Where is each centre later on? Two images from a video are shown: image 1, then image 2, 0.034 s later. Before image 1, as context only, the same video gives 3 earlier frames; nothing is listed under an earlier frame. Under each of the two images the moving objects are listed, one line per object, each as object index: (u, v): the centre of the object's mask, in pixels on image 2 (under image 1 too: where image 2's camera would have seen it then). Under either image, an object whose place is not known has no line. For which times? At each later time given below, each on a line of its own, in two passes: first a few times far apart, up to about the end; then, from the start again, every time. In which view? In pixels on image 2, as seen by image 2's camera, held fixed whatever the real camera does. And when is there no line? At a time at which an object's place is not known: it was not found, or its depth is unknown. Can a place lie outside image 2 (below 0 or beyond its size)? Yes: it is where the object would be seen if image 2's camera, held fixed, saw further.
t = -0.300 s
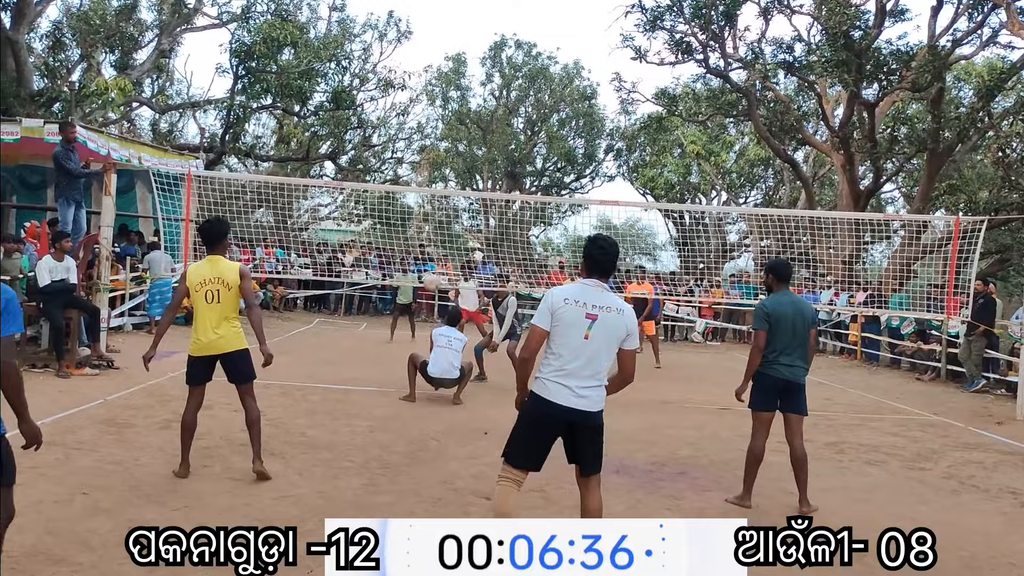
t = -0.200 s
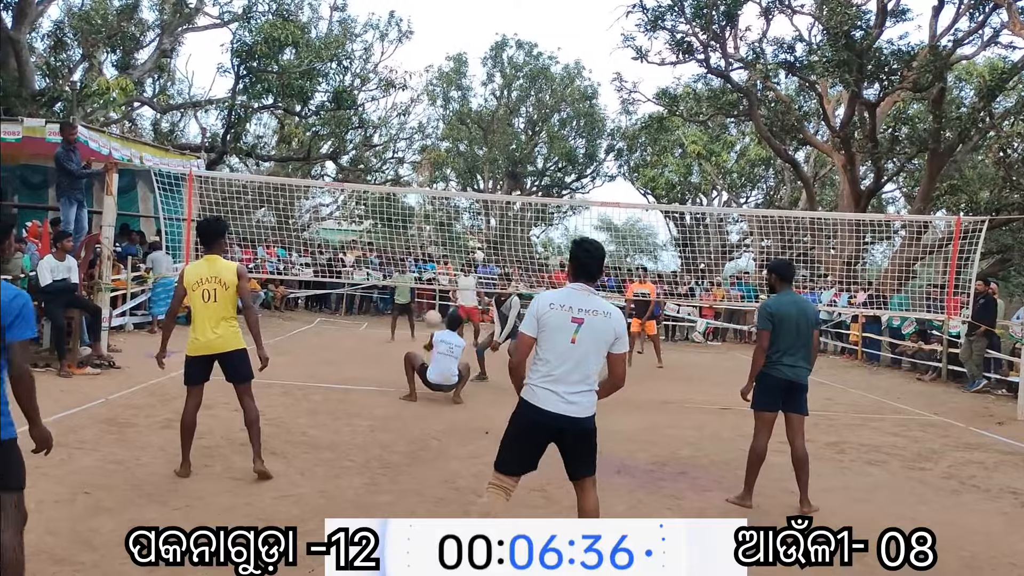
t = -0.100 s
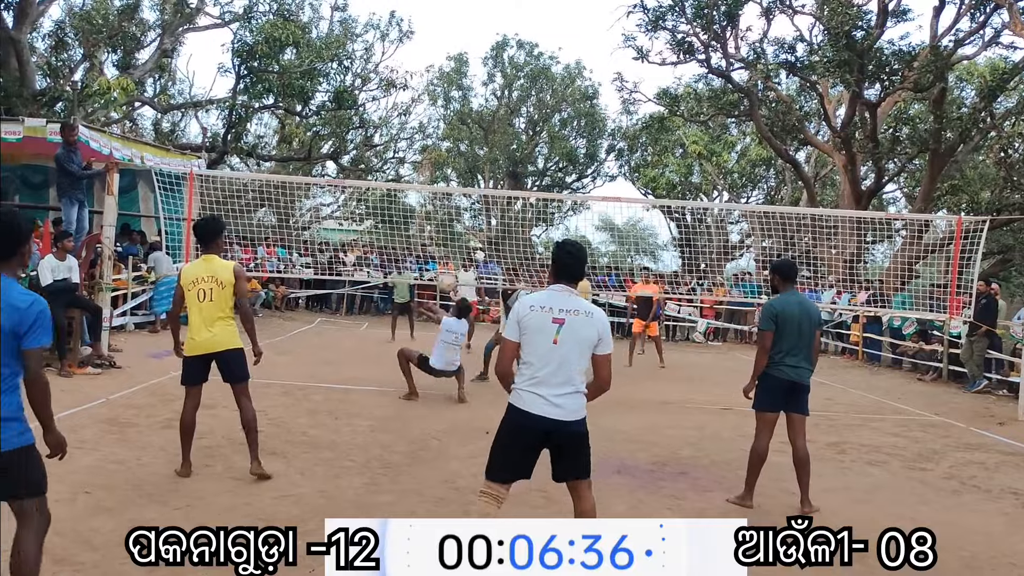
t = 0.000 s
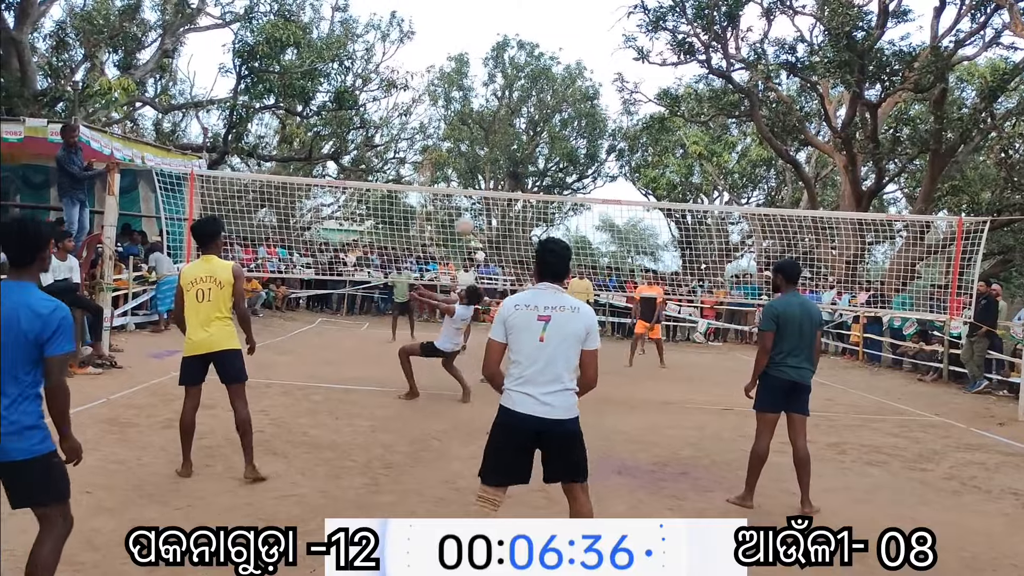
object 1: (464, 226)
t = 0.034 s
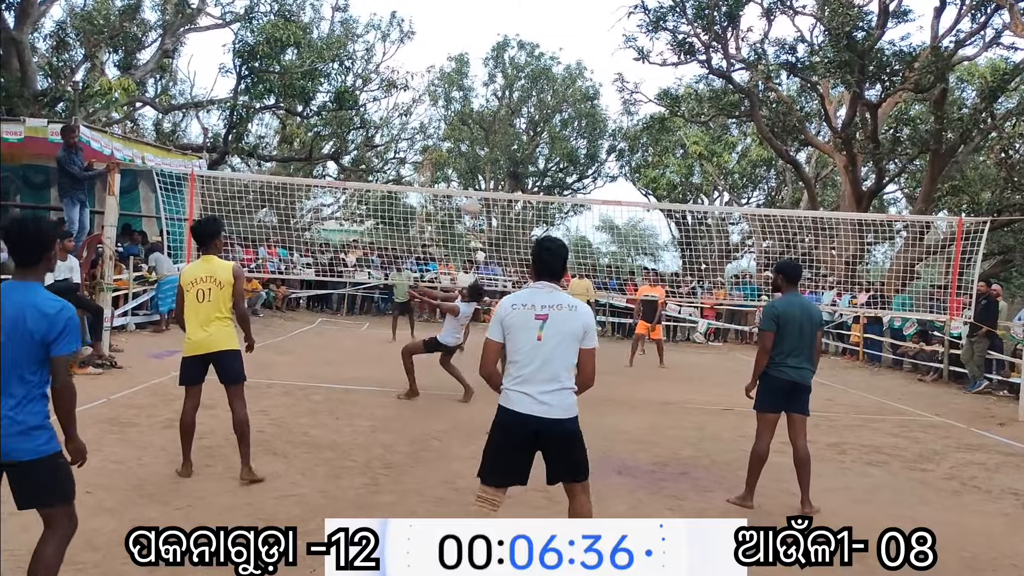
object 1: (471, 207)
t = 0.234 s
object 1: (509, 112)
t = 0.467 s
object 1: (555, 37)
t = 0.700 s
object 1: (607, 9)
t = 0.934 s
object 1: (668, 49)
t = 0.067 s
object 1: (477, 190)
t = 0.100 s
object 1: (483, 173)
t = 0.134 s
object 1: (489, 158)
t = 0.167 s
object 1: (496, 142)
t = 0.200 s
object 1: (503, 127)
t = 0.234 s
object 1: (509, 112)
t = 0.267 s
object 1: (515, 99)
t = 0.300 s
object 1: (522, 88)
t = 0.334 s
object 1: (528, 75)
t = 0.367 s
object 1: (535, 65)
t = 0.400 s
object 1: (542, 55)
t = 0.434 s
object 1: (548, 45)
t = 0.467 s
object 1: (555, 37)
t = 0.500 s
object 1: (562, 30)
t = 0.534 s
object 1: (569, 23)
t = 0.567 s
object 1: (577, 18)
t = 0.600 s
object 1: (584, 14)
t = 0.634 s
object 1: (592, 11)
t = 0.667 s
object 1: (600, 9)
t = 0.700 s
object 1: (607, 9)
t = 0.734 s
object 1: (616, 10)
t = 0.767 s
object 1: (623, 13)
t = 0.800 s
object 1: (632, 16)
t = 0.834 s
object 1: (641, 22)
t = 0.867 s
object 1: (650, 29)
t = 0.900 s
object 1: (660, 38)
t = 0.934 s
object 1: (668, 49)
